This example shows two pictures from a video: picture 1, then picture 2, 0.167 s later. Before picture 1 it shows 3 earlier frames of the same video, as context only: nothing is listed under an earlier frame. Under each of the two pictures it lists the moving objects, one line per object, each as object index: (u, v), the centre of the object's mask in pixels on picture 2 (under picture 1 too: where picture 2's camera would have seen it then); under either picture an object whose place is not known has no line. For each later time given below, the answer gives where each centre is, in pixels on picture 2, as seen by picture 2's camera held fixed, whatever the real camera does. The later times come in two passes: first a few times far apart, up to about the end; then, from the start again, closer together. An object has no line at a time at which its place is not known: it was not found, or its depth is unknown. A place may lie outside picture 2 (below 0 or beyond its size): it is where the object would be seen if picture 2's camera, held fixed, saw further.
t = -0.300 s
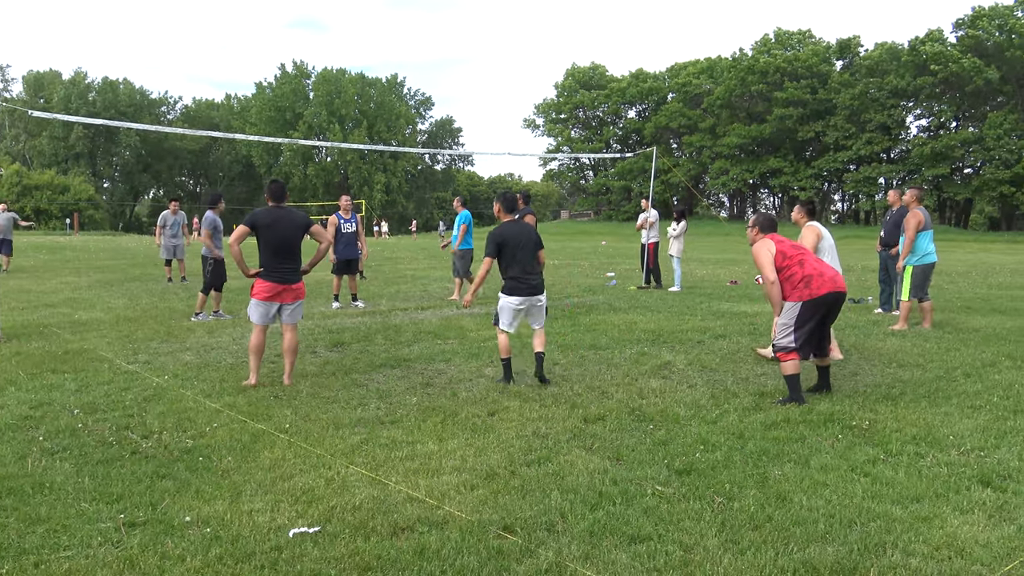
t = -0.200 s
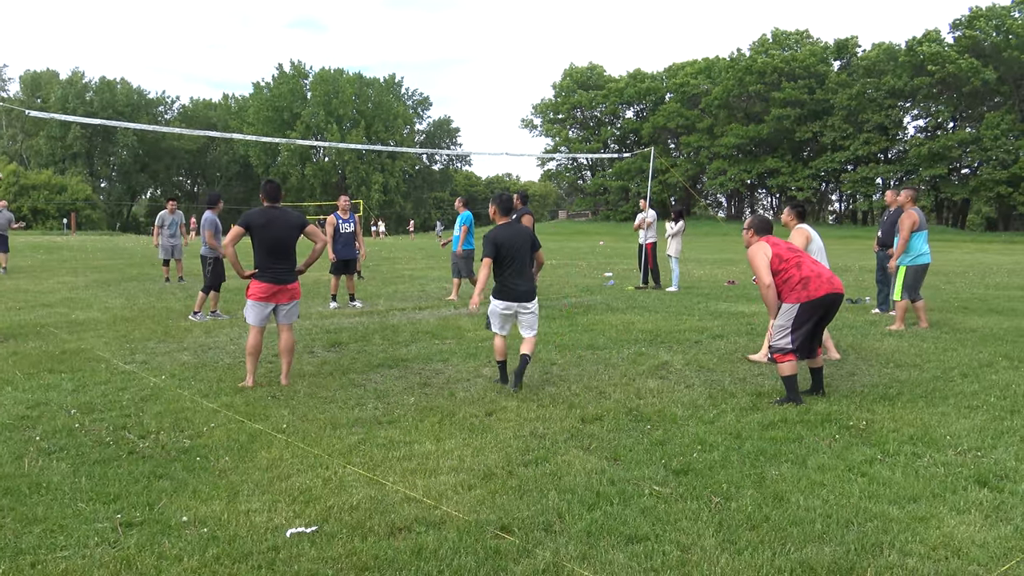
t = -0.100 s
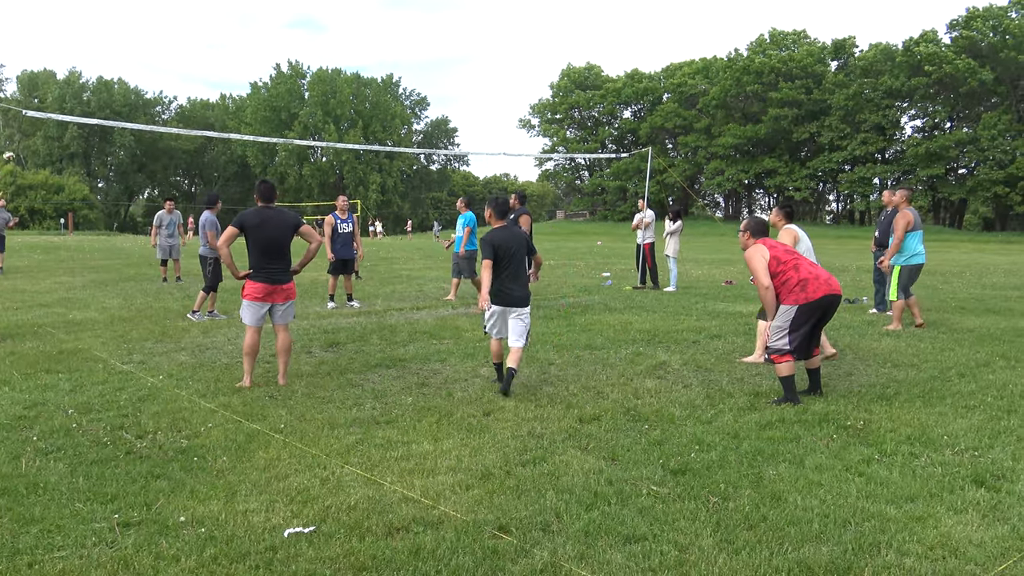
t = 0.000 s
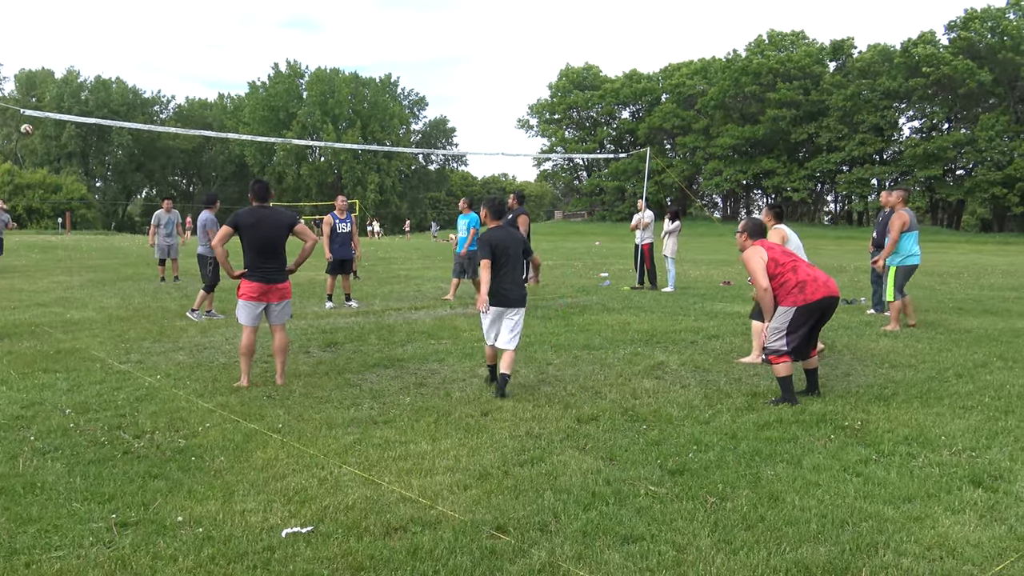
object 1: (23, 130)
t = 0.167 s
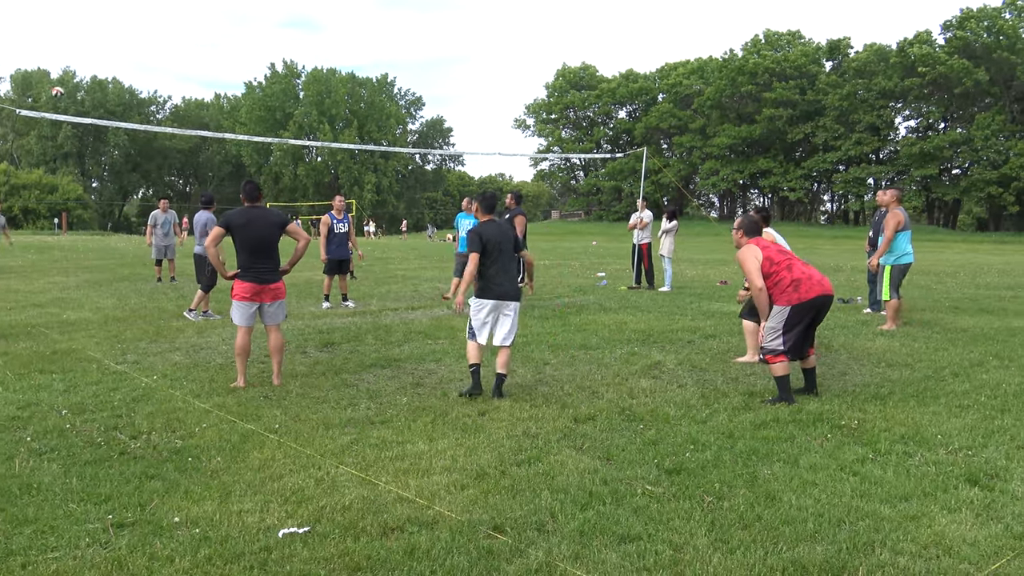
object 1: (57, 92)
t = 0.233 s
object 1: (73, 80)
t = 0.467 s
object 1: (142, 58)
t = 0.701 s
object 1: (232, 65)
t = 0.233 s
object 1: (73, 80)
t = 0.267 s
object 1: (84, 77)
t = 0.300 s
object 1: (92, 72)
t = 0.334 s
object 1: (101, 68)
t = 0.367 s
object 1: (111, 65)
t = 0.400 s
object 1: (121, 62)
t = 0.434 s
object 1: (131, 60)
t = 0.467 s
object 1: (142, 58)
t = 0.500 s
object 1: (154, 57)
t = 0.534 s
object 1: (166, 57)
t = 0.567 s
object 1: (178, 57)
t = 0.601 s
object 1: (191, 58)
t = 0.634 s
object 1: (204, 60)
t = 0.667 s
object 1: (218, 62)
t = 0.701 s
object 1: (232, 65)
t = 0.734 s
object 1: (246, 69)
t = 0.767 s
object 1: (261, 74)
